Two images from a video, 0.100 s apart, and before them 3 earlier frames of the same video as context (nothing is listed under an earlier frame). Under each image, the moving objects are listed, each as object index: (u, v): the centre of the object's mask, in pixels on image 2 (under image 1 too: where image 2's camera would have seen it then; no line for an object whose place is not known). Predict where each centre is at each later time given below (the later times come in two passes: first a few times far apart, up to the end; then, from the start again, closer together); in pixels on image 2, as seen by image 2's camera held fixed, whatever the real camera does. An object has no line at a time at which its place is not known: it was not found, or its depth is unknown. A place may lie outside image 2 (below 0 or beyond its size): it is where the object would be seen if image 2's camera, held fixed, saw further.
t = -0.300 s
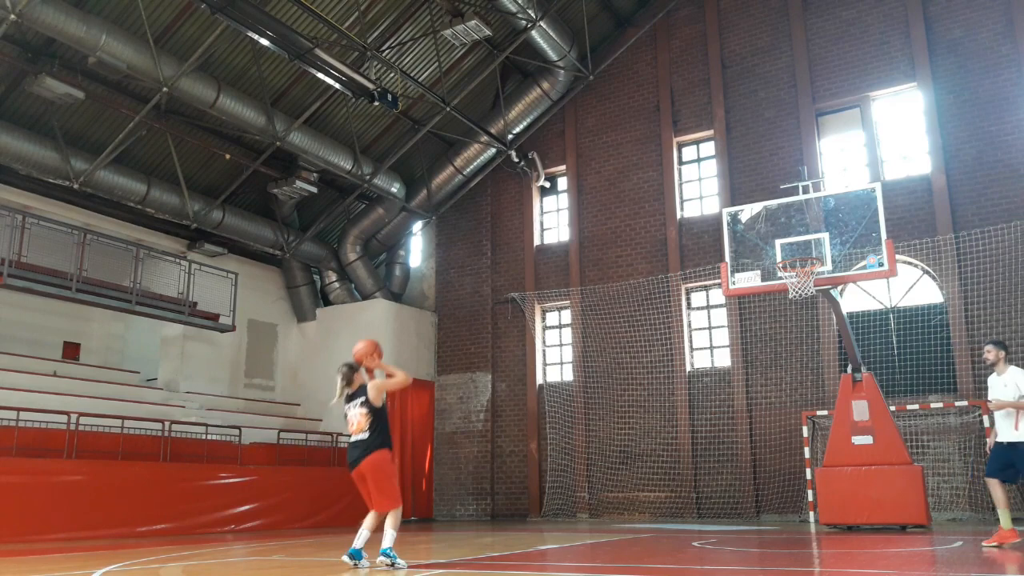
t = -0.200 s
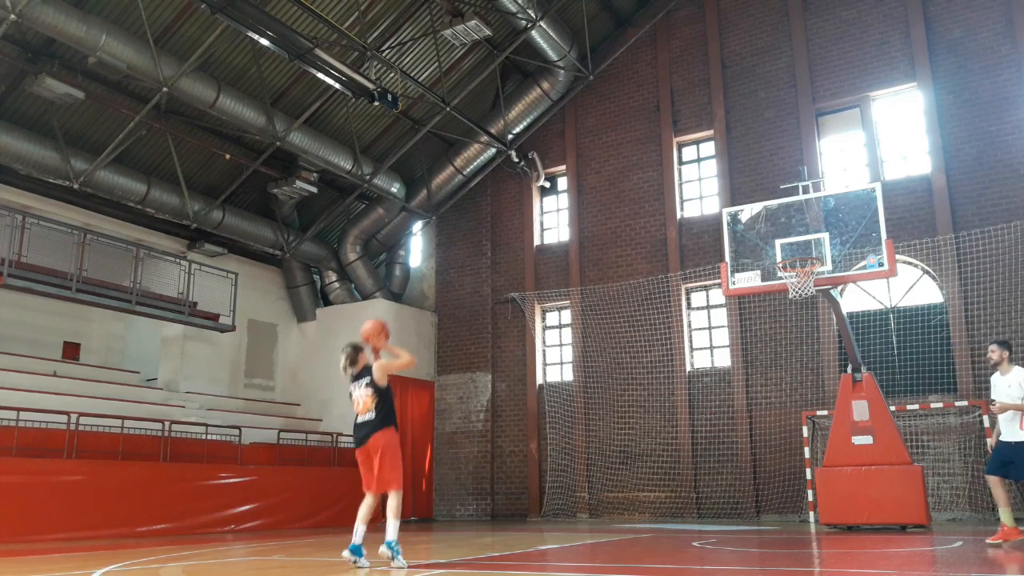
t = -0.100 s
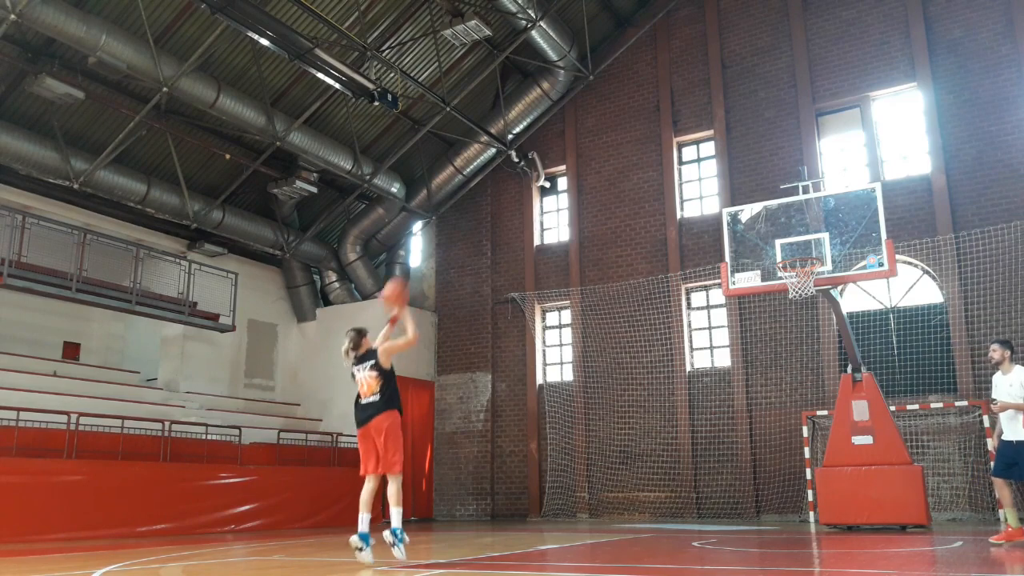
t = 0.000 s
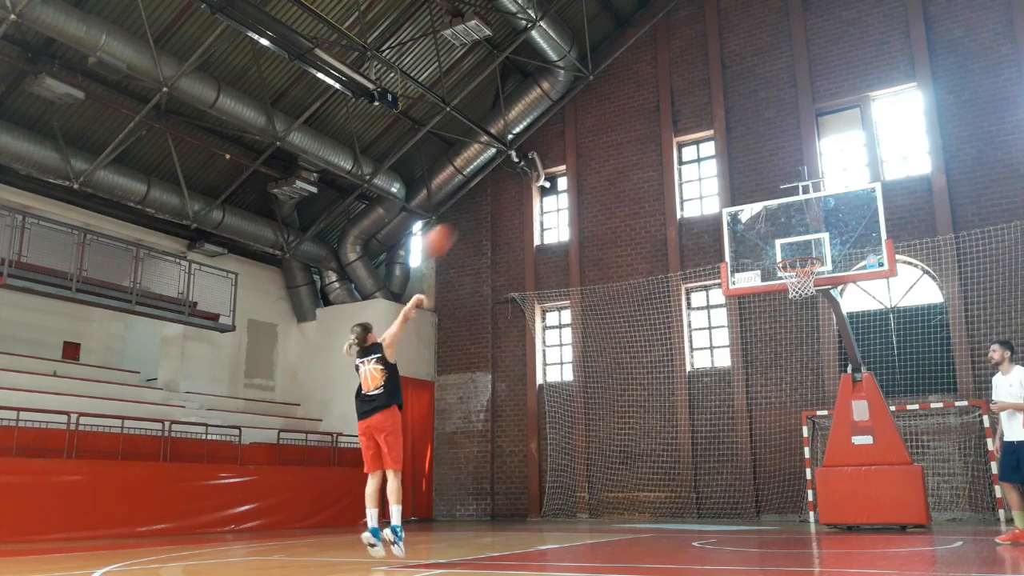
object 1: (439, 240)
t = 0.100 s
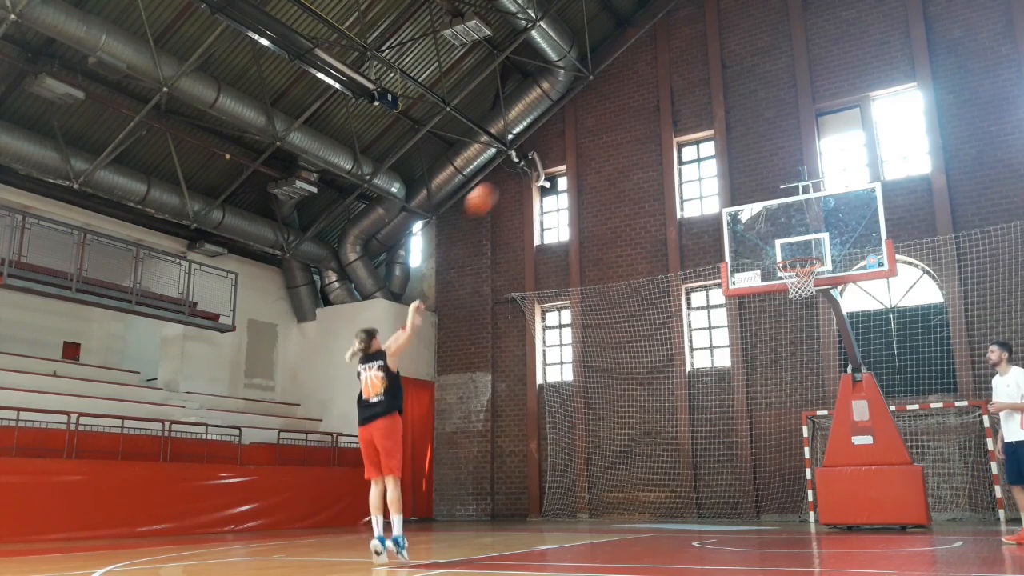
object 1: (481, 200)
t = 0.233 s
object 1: (533, 161)
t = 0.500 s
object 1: (629, 137)
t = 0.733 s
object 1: (705, 165)
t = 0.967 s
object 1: (778, 232)
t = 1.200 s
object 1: (801, 306)
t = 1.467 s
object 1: (787, 412)
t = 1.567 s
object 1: (785, 470)
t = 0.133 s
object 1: (495, 188)
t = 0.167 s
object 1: (508, 178)
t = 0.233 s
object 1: (533, 161)
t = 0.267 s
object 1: (548, 154)
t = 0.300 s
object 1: (558, 149)
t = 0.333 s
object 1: (571, 144)
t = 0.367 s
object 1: (583, 141)
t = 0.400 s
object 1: (594, 138)
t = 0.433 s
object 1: (607, 137)
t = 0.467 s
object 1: (618, 136)
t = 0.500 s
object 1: (629, 137)
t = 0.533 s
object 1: (640, 138)
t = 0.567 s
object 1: (650, 141)
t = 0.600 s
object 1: (661, 143)
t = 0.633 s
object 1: (671, 147)
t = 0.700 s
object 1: (696, 159)
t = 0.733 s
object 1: (705, 165)
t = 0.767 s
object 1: (720, 172)
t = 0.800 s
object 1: (728, 180)
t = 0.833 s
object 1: (737, 190)
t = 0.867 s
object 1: (747, 197)
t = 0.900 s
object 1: (760, 210)
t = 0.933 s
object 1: (770, 222)
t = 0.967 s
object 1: (778, 232)
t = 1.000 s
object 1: (791, 249)
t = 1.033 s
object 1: (800, 258)
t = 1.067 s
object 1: (811, 276)
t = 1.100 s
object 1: (809, 285)
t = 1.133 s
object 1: (805, 291)
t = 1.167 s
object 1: (803, 298)
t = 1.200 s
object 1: (801, 306)
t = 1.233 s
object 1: (799, 316)
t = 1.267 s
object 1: (797, 326)
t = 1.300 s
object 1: (796, 339)
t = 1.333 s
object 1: (794, 351)
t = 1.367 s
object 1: (792, 365)
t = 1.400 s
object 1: (791, 379)
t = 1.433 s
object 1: (789, 395)
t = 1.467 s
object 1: (787, 412)
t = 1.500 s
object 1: (785, 431)
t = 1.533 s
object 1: (785, 450)
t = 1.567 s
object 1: (785, 470)
